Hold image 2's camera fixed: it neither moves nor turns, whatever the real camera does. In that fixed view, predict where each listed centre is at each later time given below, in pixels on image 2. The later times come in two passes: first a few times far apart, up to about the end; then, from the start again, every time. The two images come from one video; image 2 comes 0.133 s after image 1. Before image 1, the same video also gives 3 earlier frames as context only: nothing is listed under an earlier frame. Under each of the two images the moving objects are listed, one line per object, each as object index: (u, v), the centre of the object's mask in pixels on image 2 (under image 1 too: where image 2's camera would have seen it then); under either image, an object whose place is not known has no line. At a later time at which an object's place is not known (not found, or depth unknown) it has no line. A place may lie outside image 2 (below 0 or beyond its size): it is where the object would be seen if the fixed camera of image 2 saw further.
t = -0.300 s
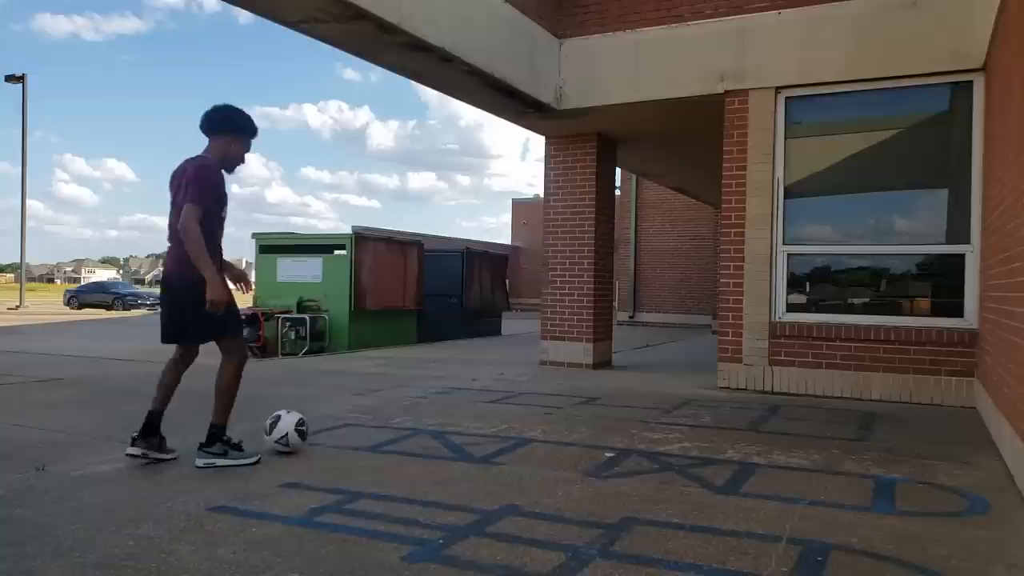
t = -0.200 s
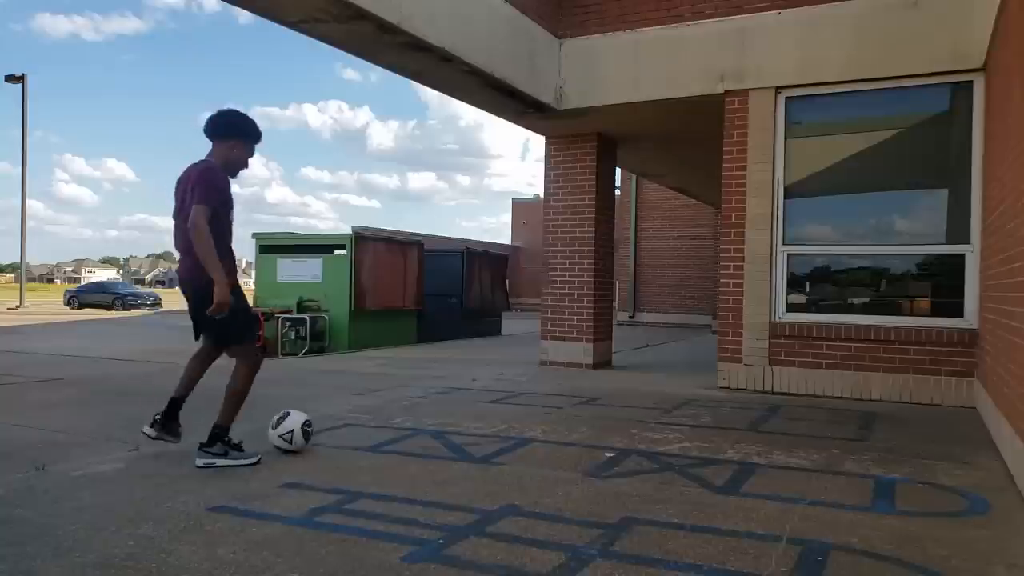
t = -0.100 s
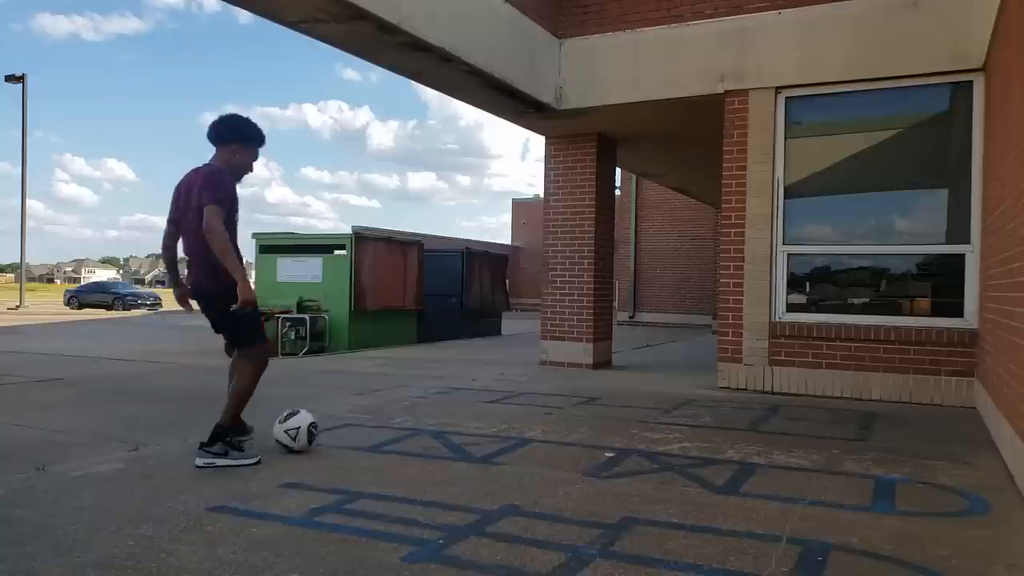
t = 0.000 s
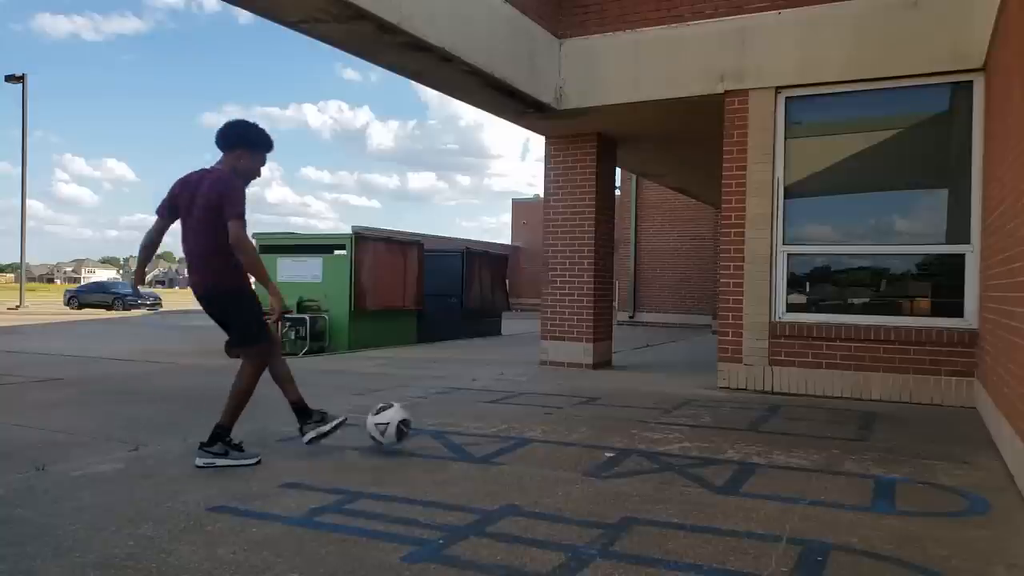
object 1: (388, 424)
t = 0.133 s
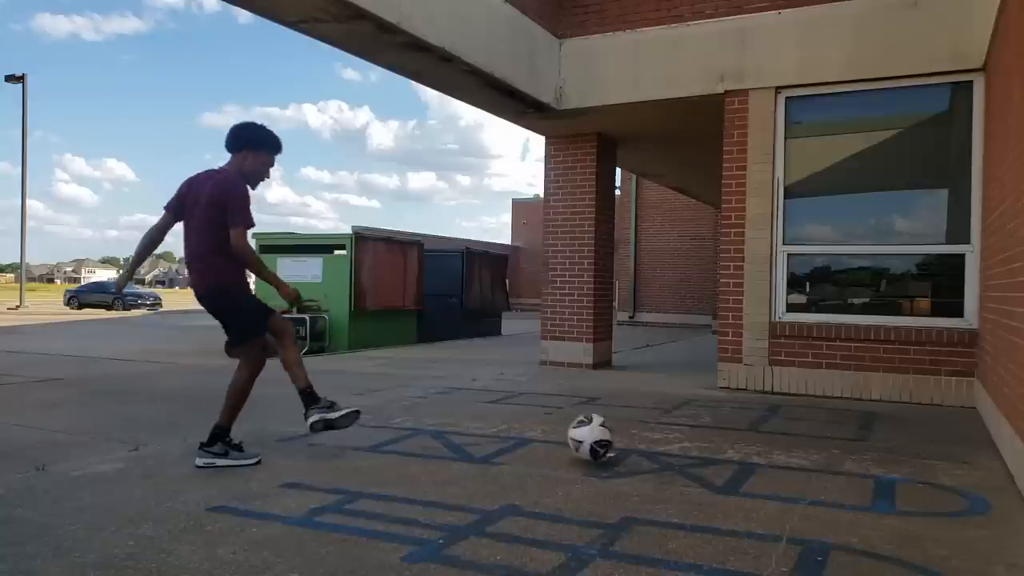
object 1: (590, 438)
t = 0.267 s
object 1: (781, 440)
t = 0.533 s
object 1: (882, 417)
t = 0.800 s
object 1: (691, 414)
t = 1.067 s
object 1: (610, 412)
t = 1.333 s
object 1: (543, 403)
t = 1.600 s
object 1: (485, 393)
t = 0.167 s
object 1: (642, 446)
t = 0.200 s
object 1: (688, 442)
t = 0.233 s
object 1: (734, 440)
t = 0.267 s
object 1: (781, 440)
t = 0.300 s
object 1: (829, 444)
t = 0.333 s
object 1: (877, 451)
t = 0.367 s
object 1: (927, 459)
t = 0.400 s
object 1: (970, 456)
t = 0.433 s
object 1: (982, 449)
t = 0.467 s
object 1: (948, 435)
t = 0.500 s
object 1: (913, 425)
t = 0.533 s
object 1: (882, 417)
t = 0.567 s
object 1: (853, 413)
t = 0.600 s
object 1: (825, 411)
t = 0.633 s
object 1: (797, 410)
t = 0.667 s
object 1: (771, 412)
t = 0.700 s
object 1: (745, 414)
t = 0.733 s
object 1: (721, 421)
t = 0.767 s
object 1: (702, 423)
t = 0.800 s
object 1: (691, 414)
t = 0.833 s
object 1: (681, 408)
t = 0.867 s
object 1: (670, 403)
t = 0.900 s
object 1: (660, 401)
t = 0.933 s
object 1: (650, 399)
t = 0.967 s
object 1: (639, 400)
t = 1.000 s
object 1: (629, 404)
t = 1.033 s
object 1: (619, 408)
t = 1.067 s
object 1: (610, 412)
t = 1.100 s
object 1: (601, 405)
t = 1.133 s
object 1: (593, 400)
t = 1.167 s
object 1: (584, 396)
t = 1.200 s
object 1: (576, 395)
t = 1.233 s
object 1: (568, 395)
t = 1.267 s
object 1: (560, 398)
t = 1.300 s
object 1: (551, 401)
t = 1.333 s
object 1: (543, 403)
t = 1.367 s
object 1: (535, 398)
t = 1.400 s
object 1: (528, 394)
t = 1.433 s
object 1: (521, 392)
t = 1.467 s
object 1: (513, 392)
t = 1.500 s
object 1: (507, 394)
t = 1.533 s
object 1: (500, 396)
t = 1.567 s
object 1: (493, 397)
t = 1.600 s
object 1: (485, 393)
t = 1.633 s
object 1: (479, 391)
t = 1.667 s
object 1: (472, 391)
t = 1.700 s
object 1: (465, 392)
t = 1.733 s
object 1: (460, 394)
